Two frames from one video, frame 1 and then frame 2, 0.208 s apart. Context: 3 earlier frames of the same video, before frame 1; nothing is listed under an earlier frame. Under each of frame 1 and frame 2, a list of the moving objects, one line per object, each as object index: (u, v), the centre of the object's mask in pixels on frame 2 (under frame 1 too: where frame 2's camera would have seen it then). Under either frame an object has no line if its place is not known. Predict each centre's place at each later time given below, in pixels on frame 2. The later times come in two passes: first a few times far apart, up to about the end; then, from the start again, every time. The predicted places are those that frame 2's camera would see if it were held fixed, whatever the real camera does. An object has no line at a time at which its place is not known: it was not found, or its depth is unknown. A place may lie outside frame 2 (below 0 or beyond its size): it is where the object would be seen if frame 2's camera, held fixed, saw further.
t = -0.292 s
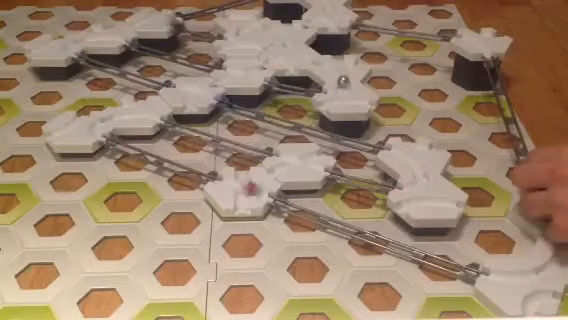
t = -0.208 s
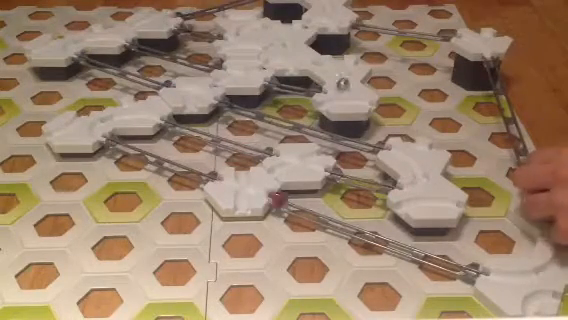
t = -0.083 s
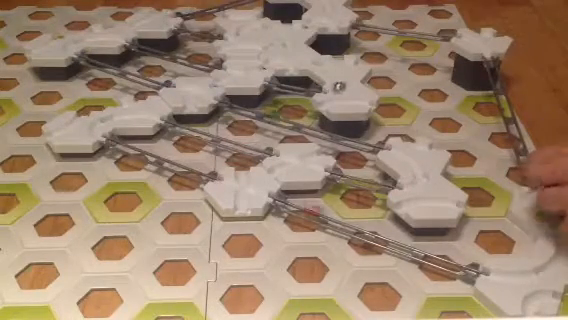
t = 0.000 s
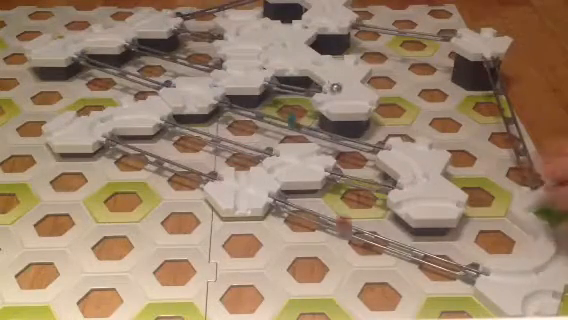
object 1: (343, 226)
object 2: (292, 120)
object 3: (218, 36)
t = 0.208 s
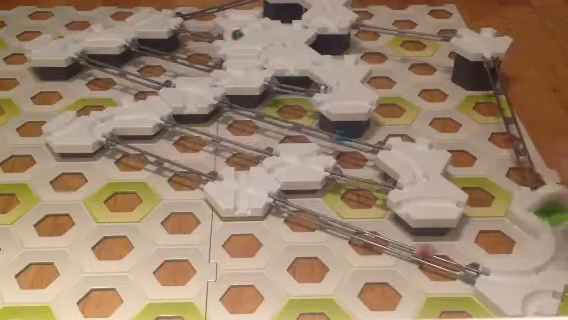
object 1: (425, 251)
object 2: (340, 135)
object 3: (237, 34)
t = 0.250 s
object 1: (444, 256)
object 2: (354, 138)
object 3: (240, 33)
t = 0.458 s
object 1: (535, 275)
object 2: (402, 153)
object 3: (246, 25)
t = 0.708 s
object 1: (561, 228)
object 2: (417, 183)
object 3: (269, 25)
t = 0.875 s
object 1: (552, 213)
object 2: (389, 181)
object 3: (281, 31)
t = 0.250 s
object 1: (444, 256)
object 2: (354, 138)
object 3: (240, 33)
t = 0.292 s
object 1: (461, 264)
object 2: (363, 140)
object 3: (241, 32)
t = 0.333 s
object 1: (485, 270)
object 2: (372, 142)
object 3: (242, 31)
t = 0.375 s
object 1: (503, 275)
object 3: (242, 30)
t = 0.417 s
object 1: (519, 276)
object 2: (393, 148)
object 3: (244, 27)
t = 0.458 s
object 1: (535, 275)
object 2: (402, 153)
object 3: (246, 25)
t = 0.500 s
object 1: (547, 270)
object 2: (409, 157)
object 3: (249, 24)
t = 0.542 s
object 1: (557, 263)
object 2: (415, 162)
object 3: (252, 23)
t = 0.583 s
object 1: (561, 255)
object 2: (419, 168)
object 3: (257, 22)
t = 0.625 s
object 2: (421, 174)
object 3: (261, 23)
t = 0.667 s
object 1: (562, 236)
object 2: (421, 179)
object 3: (265, 24)
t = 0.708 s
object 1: (561, 228)
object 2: (417, 183)
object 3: (269, 25)
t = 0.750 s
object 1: (555, 218)
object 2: (413, 184)
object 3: (272, 26)
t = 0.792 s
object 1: (552, 213)
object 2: (406, 185)
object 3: (275, 28)
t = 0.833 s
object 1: (552, 213)
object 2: (398, 184)
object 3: (279, 29)
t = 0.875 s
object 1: (552, 213)
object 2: (389, 181)
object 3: (281, 31)
